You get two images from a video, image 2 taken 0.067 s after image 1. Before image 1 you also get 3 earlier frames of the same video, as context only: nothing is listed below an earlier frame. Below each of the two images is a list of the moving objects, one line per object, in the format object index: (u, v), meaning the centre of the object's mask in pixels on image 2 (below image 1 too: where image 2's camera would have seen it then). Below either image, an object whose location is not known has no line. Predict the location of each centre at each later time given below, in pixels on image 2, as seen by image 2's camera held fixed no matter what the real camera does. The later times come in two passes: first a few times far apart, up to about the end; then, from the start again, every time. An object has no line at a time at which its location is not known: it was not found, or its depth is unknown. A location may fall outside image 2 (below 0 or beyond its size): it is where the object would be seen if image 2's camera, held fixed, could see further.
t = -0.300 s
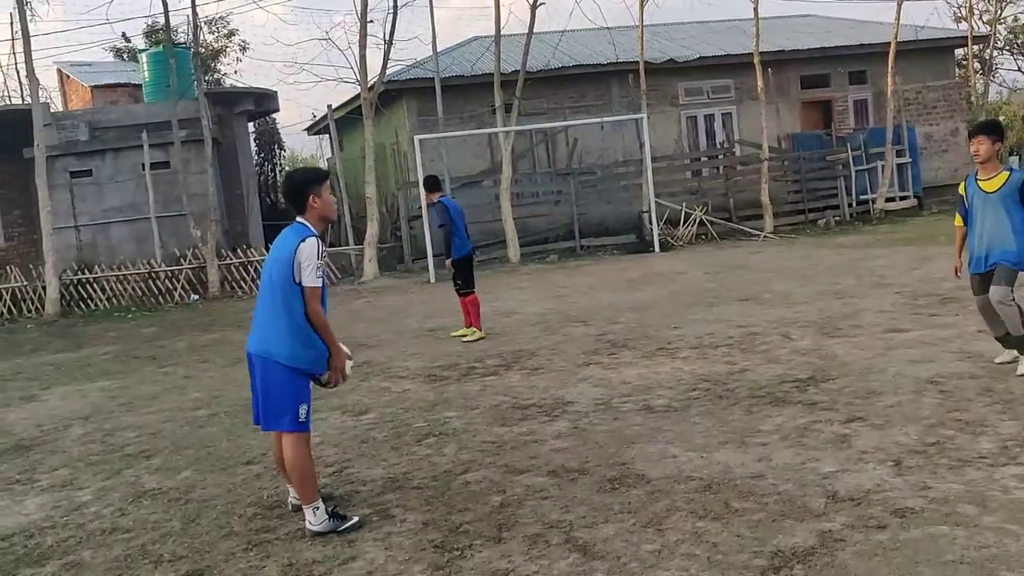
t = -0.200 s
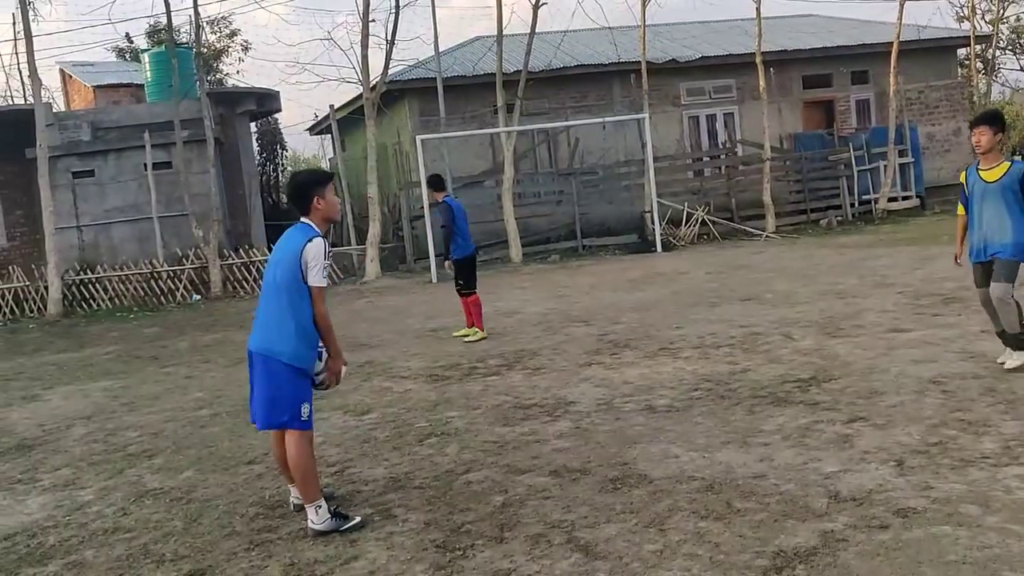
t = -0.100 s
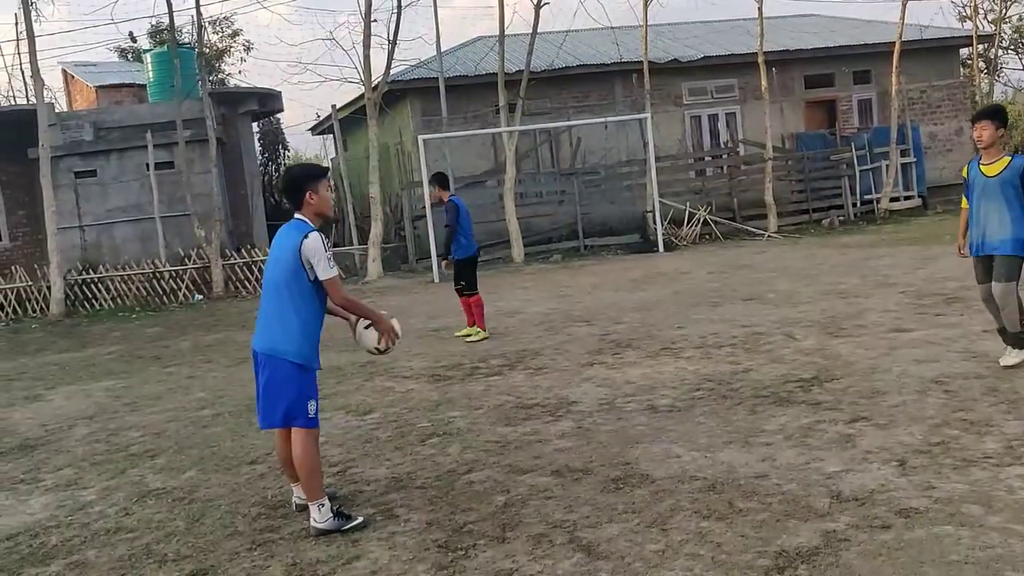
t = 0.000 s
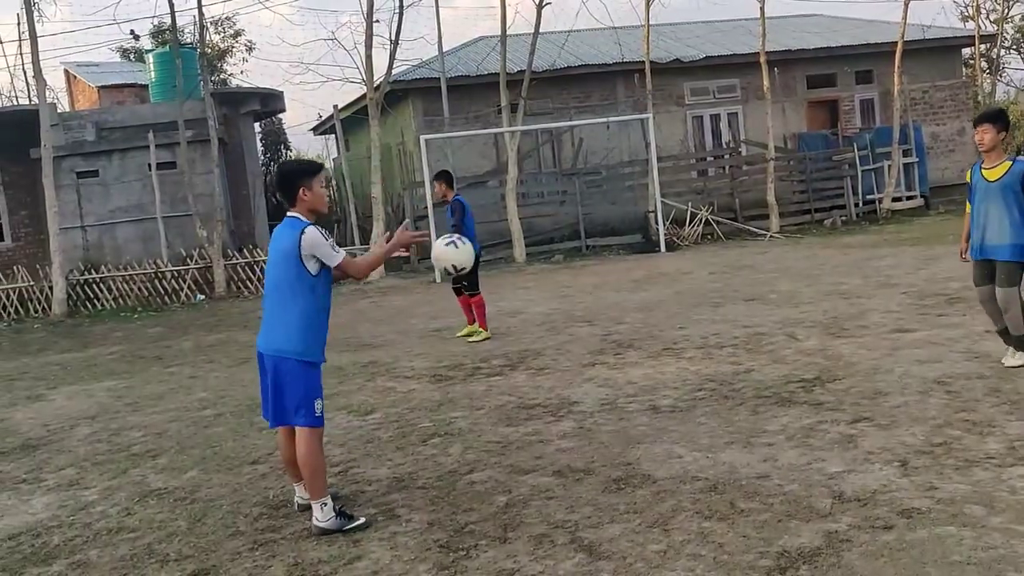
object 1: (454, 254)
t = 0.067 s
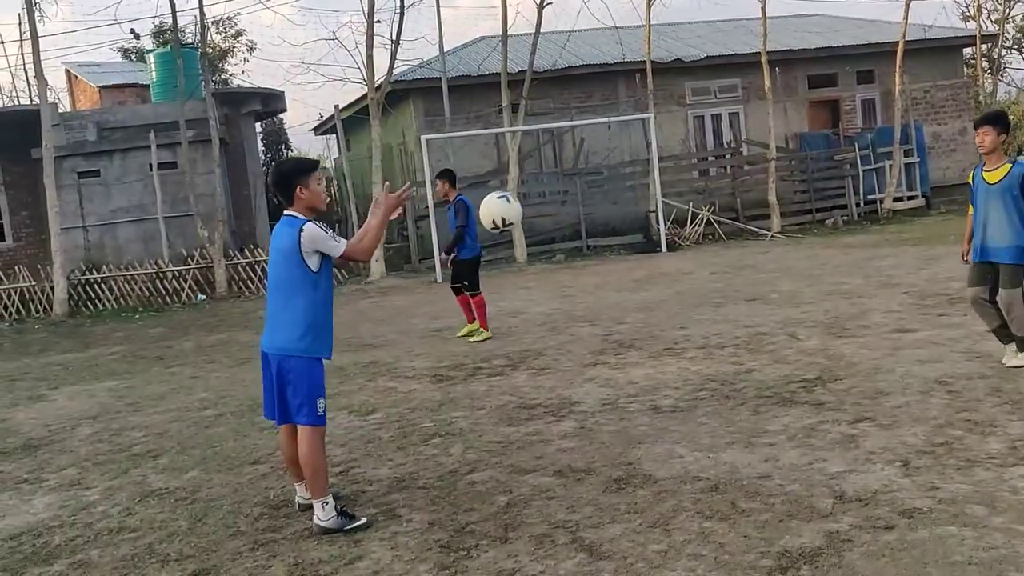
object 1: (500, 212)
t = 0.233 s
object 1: (614, 146)
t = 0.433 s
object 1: (741, 136)
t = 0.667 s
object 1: (873, 207)
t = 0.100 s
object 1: (524, 193)
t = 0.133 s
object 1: (546, 178)
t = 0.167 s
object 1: (569, 166)
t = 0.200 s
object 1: (592, 155)
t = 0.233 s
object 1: (614, 146)
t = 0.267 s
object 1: (635, 139)
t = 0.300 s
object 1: (658, 134)
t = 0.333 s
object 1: (679, 132)
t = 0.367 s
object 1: (701, 132)
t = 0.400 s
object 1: (721, 134)
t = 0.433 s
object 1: (741, 136)
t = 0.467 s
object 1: (761, 142)
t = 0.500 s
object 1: (781, 148)
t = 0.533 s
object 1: (799, 156)
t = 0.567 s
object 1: (818, 165)
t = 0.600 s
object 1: (837, 178)
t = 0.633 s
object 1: (855, 191)
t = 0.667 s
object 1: (873, 207)
